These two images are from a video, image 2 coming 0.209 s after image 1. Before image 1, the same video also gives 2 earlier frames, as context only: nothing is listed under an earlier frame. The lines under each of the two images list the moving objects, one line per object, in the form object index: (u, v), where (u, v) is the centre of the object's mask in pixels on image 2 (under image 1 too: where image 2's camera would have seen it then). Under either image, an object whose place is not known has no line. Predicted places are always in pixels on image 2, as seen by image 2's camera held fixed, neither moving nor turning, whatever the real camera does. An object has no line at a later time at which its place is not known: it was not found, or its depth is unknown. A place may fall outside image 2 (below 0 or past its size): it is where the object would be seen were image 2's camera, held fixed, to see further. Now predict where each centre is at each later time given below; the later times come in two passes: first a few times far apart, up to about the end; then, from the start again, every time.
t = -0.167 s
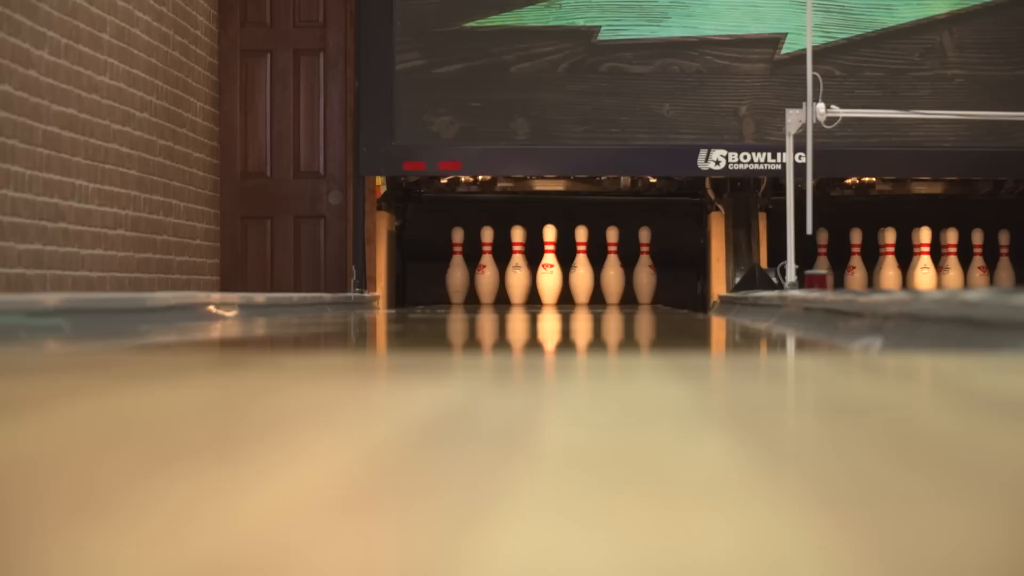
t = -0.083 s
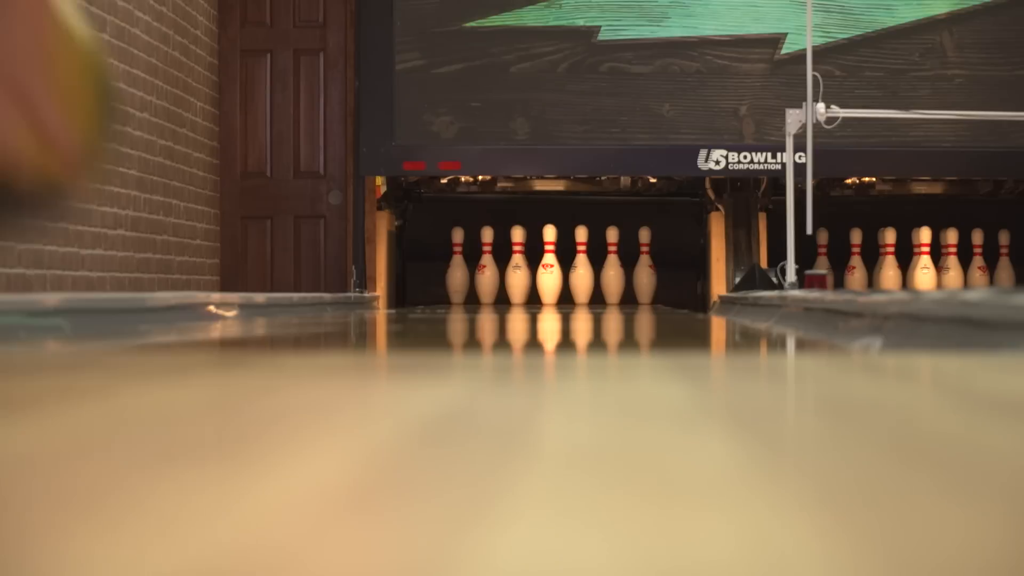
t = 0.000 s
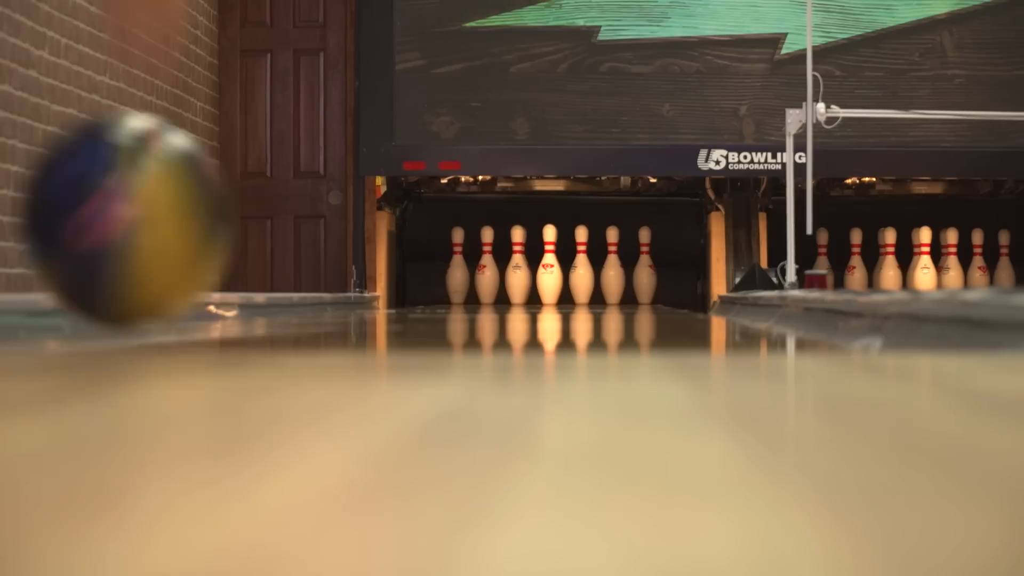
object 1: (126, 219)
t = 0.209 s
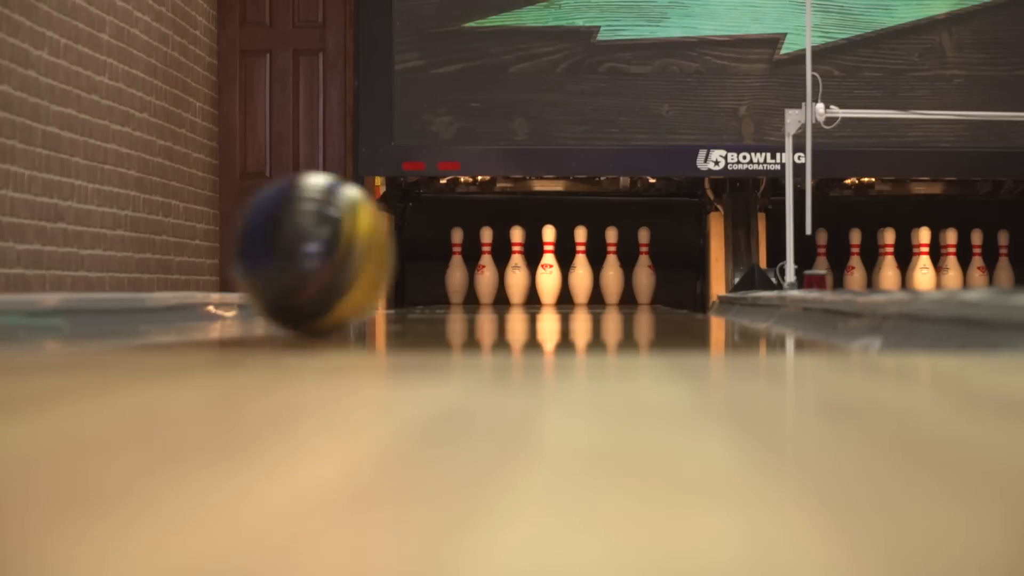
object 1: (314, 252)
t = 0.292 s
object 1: (367, 257)
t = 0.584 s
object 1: (483, 265)
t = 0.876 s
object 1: (554, 270)
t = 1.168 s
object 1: (597, 274)
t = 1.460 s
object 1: (625, 277)
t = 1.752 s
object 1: (635, 279)
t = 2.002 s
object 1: (616, 281)
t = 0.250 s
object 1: (342, 255)
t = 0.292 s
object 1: (367, 257)
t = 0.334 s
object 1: (386, 259)
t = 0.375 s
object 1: (407, 259)
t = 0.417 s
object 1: (424, 261)
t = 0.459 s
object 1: (442, 263)
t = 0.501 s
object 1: (454, 263)
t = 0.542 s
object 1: (469, 264)
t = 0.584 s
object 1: (483, 265)
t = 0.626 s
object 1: (494, 266)
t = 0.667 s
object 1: (507, 267)
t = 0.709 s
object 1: (518, 268)
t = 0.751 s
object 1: (528, 268)
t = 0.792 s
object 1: (536, 268)
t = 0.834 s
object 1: (545, 270)
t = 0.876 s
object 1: (554, 270)
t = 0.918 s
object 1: (562, 271)
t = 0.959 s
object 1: (568, 271)
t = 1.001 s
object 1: (574, 271)
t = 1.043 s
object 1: (581, 272)
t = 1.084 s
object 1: (587, 273)
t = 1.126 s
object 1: (593, 273)
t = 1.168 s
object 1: (597, 274)
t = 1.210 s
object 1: (602, 275)
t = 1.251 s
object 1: (606, 275)
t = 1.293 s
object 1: (611, 275)
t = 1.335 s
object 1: (614, 275)
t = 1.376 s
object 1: (618, 276)
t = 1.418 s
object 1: (622, 277)
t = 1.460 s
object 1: (625, 277)
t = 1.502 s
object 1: (628, 277)
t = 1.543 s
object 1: (630, 278)
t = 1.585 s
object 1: (632, 278)
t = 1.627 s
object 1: (634, 279)
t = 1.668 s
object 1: (635, 279)
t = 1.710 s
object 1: (635, 279)
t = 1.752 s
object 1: (635, 279)
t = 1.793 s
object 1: (633, 280)
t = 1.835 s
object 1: (631, 280)
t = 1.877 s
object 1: (629, 280)
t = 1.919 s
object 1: (624, 280)
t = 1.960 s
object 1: (620, 281)
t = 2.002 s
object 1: (616, 281)
